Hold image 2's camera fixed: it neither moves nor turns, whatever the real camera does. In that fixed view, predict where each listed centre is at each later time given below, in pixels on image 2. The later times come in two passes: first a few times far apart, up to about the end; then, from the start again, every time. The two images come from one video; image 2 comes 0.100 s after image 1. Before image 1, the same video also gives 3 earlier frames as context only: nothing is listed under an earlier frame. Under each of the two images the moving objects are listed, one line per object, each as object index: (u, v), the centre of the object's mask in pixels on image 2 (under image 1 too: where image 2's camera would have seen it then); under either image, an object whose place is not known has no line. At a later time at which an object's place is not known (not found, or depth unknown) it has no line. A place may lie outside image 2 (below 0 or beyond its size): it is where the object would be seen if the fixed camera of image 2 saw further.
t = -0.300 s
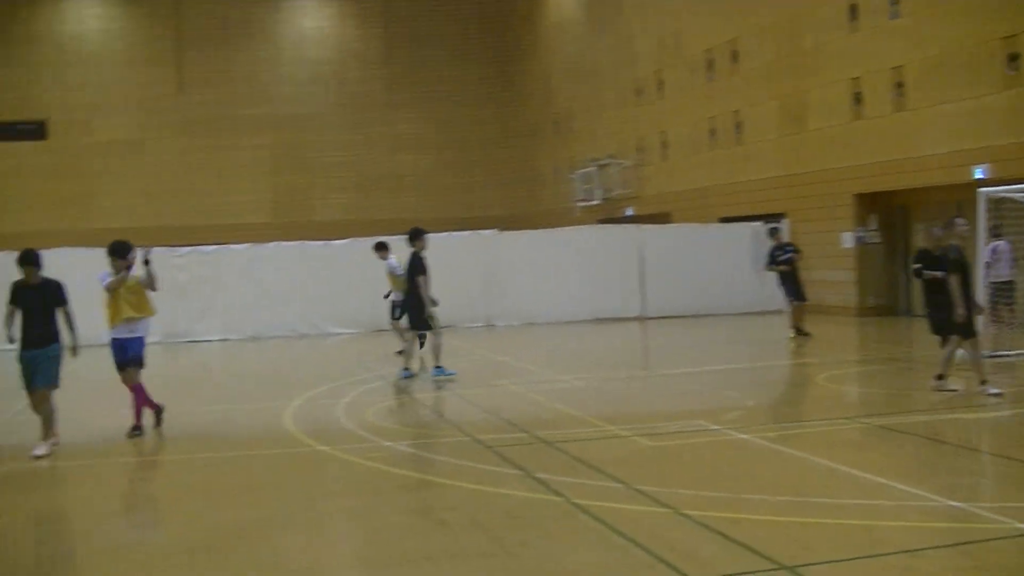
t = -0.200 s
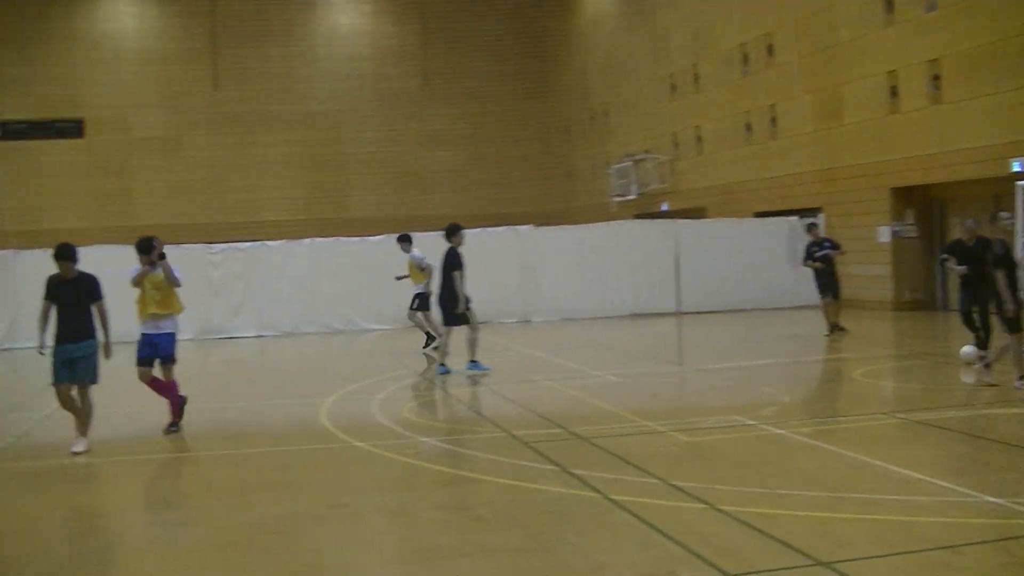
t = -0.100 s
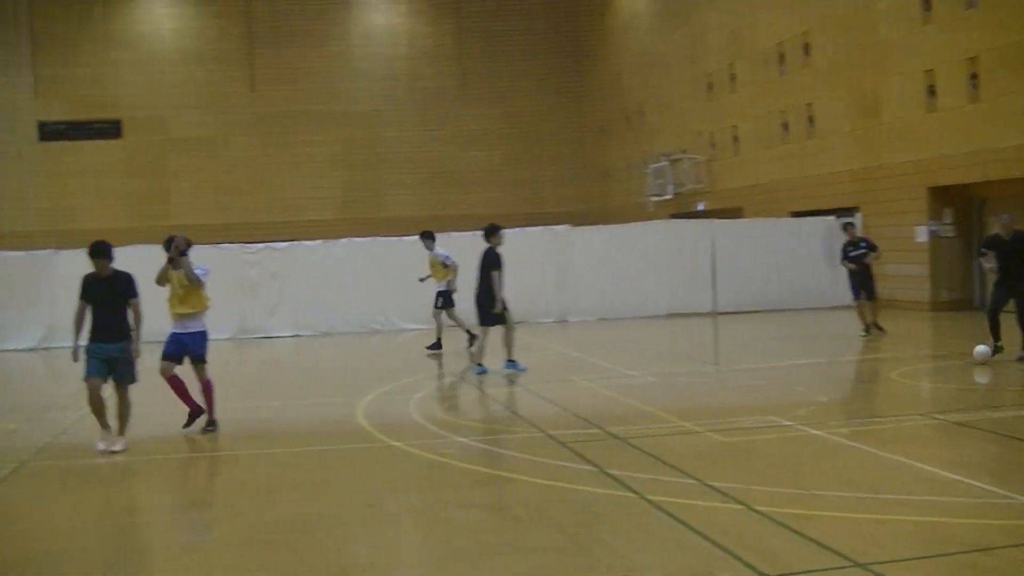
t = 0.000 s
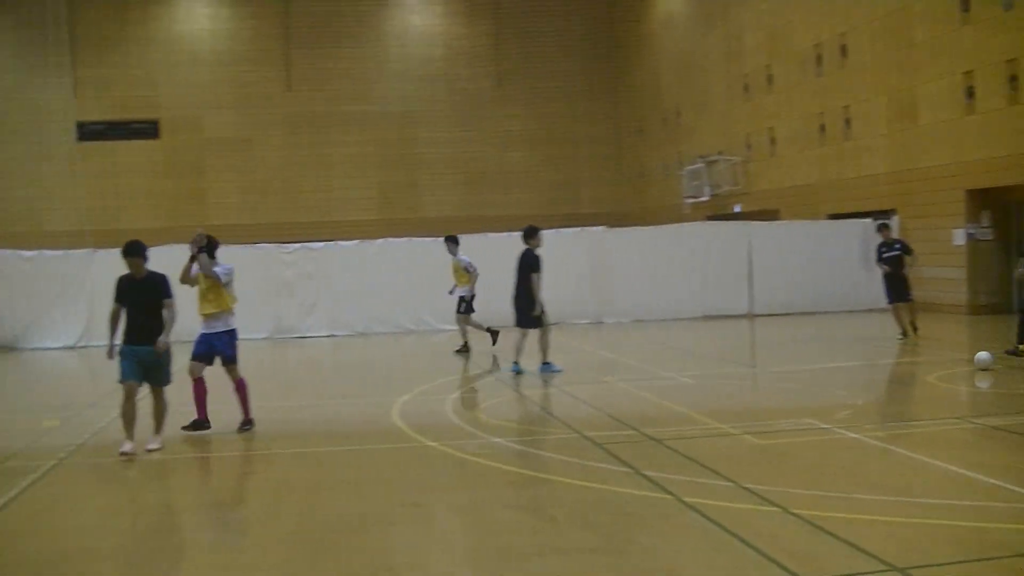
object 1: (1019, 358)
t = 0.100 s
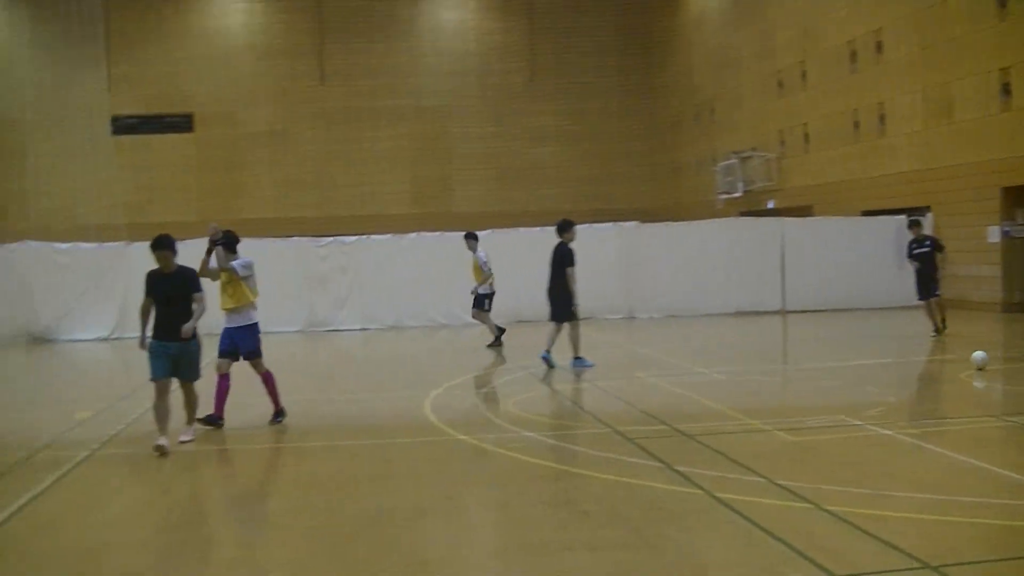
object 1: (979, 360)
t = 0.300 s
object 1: (906, 364)
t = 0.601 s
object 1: (799, 367)
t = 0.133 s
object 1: (966, 360)
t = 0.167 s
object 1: (954, 361)
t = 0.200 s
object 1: (942, 361)
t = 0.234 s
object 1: (929, 362)
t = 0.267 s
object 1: (917, 363)
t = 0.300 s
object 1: (906, 364)
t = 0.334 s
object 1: (893, 364)
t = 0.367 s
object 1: (881, 364)
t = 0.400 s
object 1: (869, 365)
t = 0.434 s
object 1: (858, 365)
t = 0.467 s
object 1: (846, 365)
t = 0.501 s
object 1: (834, 366)
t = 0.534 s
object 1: (823, 366)
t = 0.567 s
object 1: (811, 366)
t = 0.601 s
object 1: (799, 367)
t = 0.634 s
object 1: (788, 367)
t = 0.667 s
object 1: (776, 367)
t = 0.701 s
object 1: (766, 367)
